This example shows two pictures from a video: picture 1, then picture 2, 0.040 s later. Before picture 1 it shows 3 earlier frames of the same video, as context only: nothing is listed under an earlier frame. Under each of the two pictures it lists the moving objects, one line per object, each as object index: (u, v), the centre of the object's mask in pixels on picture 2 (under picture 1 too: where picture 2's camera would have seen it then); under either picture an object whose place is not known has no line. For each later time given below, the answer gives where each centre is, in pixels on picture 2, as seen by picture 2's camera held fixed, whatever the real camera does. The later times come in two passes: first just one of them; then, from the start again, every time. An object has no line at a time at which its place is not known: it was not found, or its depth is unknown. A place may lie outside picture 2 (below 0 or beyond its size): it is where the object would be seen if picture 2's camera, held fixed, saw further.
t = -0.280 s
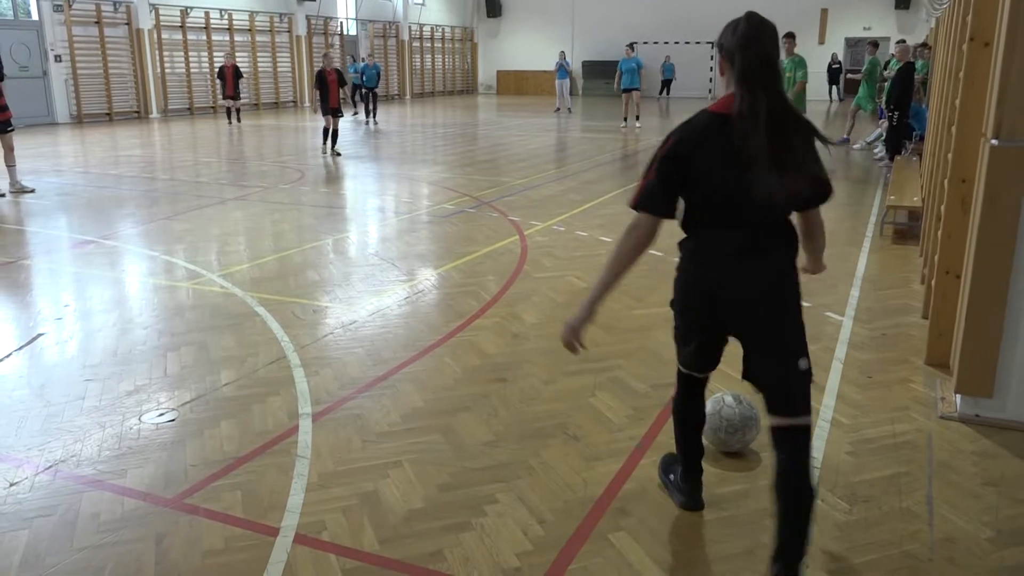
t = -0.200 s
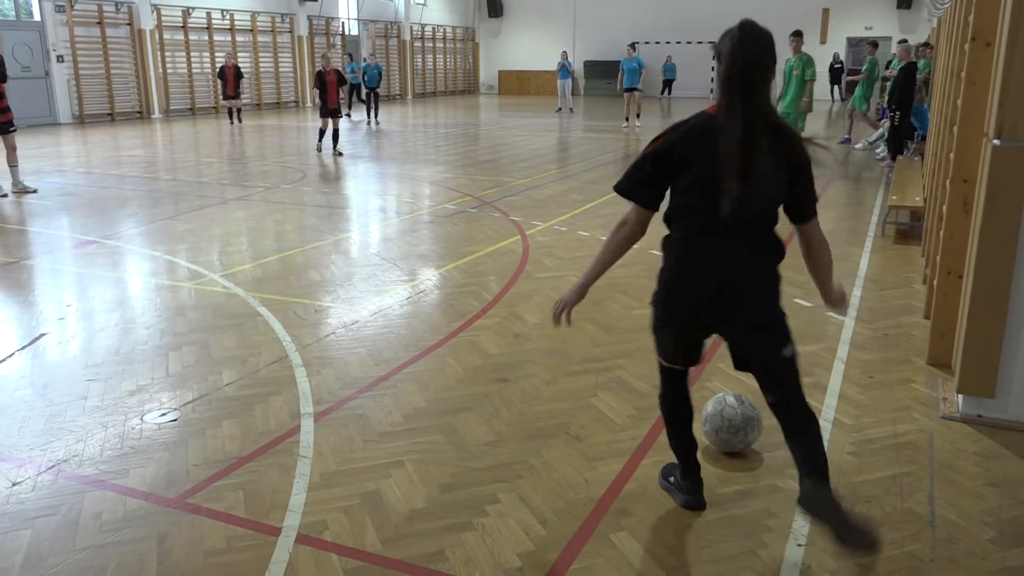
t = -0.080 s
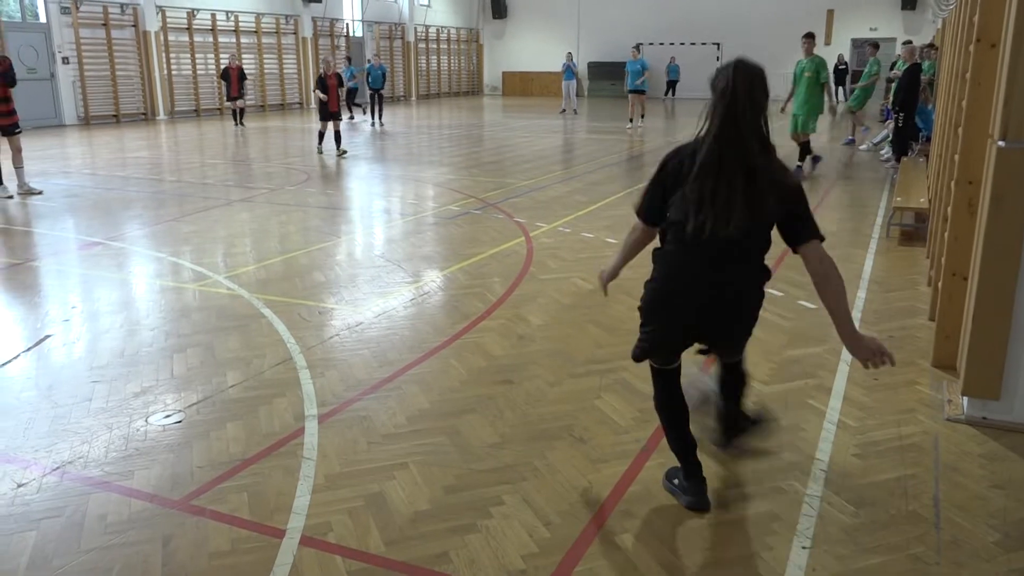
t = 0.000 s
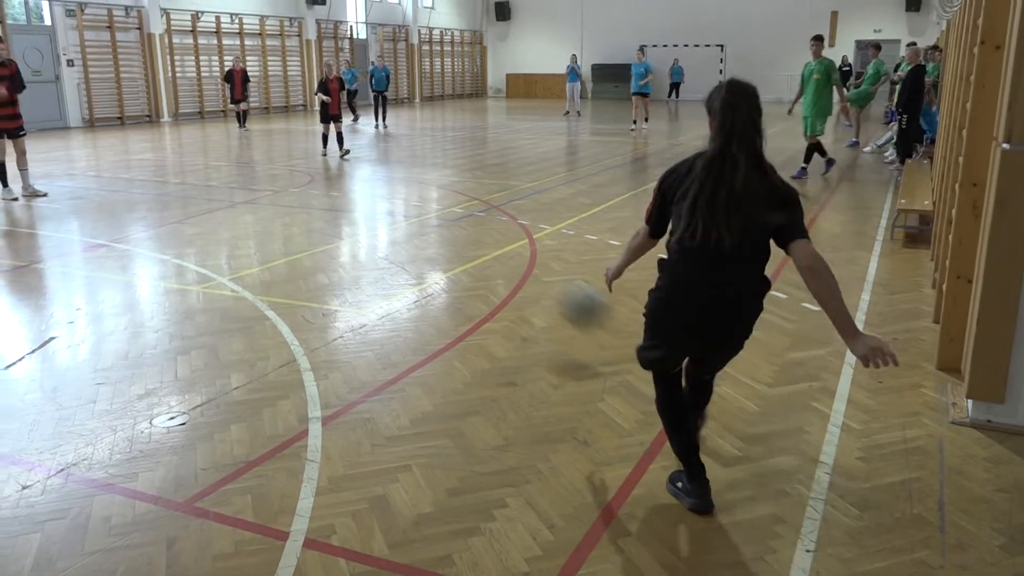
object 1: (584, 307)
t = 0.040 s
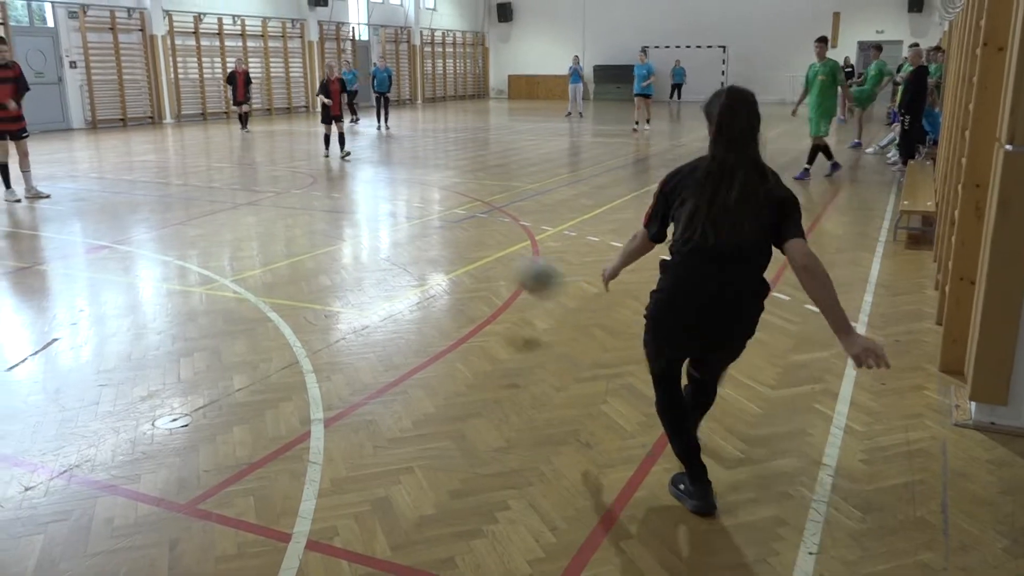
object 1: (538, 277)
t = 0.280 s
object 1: (371, 206)
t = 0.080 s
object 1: (499, 253)
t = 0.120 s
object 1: (466, 236)
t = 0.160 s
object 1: (437, 223)
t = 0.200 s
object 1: (413, 215)
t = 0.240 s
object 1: (391, 209)
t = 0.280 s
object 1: (371, 206)
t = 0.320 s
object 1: (353, 206)
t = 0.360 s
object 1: (338, 206)
